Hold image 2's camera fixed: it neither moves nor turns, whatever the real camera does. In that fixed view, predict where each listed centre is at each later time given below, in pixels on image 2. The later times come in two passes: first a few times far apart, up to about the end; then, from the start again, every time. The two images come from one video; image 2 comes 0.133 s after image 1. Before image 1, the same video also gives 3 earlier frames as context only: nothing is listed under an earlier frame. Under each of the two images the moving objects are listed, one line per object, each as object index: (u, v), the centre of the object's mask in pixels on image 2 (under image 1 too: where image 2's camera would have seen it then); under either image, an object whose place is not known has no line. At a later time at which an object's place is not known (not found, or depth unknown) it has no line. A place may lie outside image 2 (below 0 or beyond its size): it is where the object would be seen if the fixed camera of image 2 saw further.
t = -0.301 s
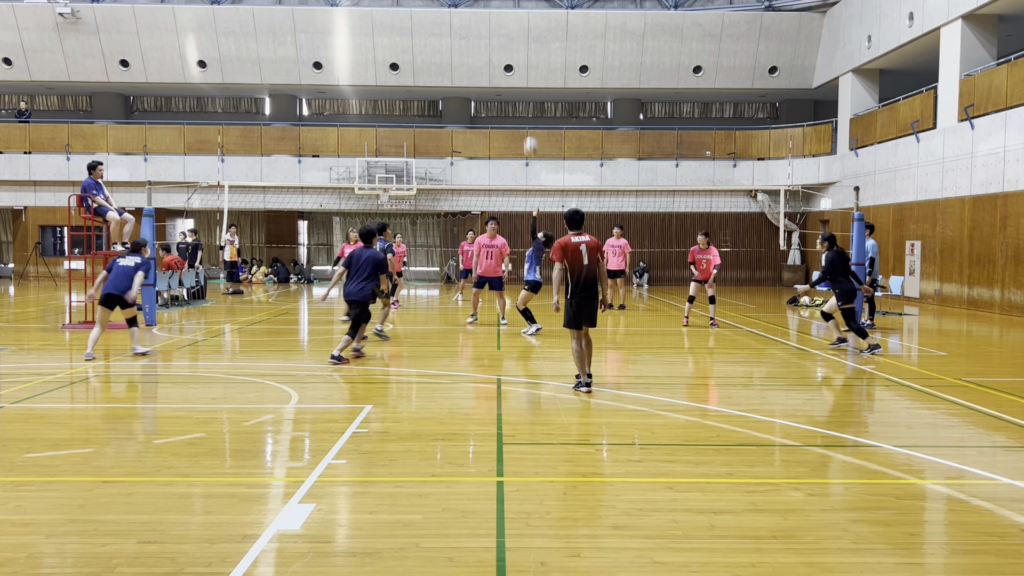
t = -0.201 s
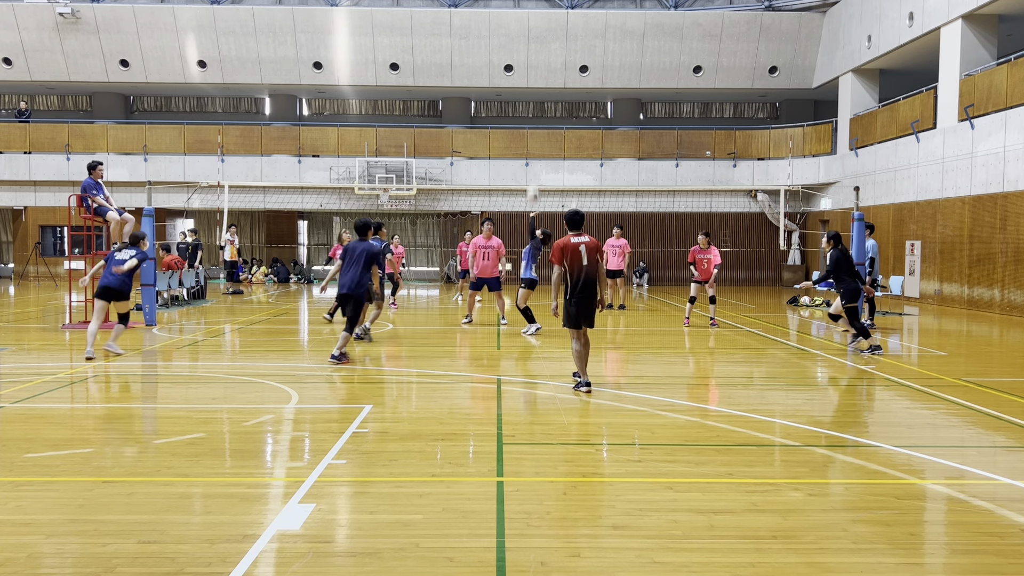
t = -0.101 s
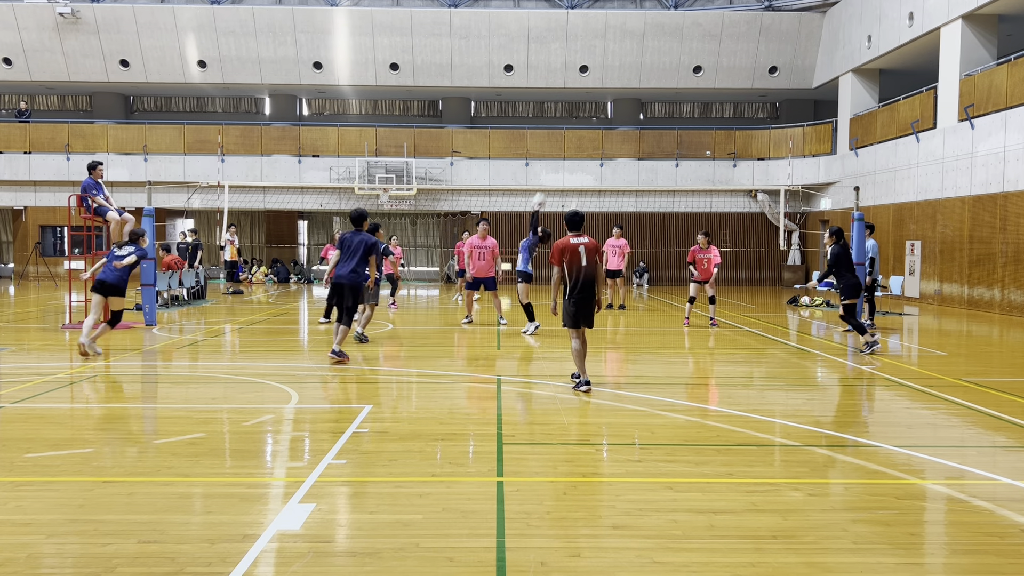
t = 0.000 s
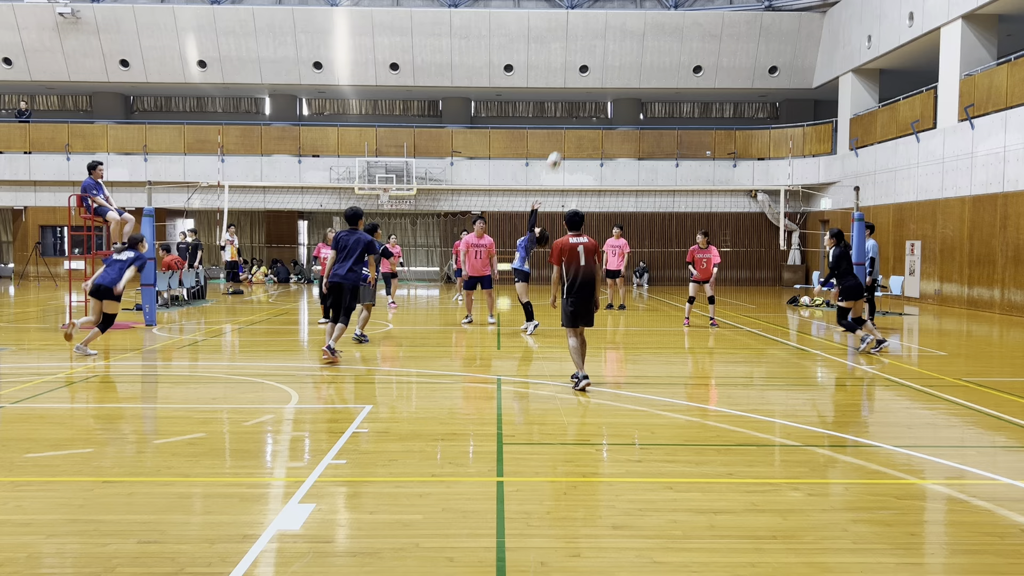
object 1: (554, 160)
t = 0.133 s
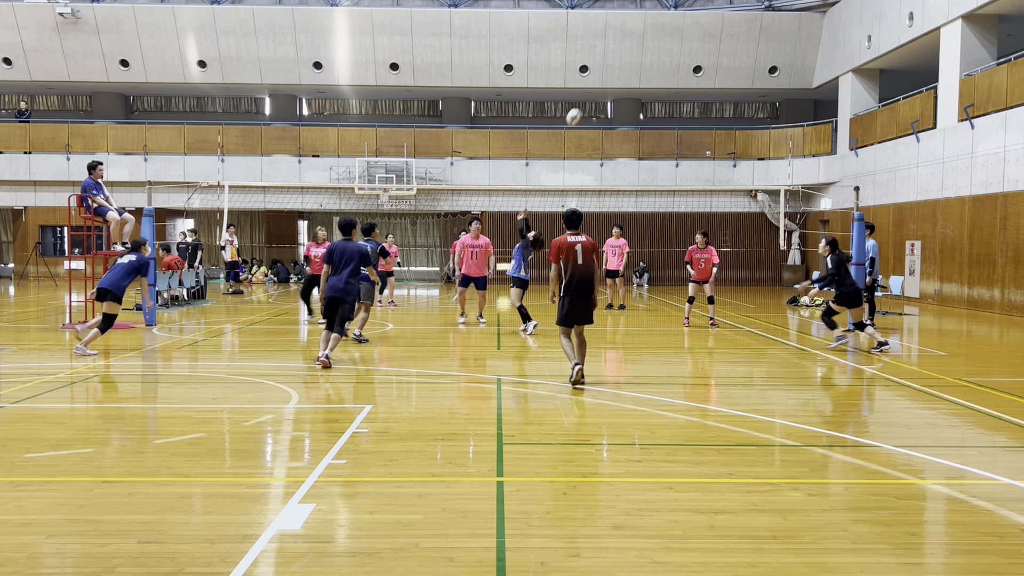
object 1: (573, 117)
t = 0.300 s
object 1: (598, 79)
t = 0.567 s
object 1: (634, 57)
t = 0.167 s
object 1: (578, 108)
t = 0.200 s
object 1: (583, 99)
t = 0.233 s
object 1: (588, 92)
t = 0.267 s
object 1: (592, 85)
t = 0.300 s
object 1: (598, 79)
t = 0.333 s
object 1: (602, 73)
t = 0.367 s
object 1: (607, 69)
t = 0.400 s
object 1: (611, 65)
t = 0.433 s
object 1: (616, 62)
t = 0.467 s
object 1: (621, 59)
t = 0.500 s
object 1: (625, 58)
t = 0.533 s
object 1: (630, 57)
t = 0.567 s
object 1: (634, 57)
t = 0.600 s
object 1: (639, 58)
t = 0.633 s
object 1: (643, 60)
